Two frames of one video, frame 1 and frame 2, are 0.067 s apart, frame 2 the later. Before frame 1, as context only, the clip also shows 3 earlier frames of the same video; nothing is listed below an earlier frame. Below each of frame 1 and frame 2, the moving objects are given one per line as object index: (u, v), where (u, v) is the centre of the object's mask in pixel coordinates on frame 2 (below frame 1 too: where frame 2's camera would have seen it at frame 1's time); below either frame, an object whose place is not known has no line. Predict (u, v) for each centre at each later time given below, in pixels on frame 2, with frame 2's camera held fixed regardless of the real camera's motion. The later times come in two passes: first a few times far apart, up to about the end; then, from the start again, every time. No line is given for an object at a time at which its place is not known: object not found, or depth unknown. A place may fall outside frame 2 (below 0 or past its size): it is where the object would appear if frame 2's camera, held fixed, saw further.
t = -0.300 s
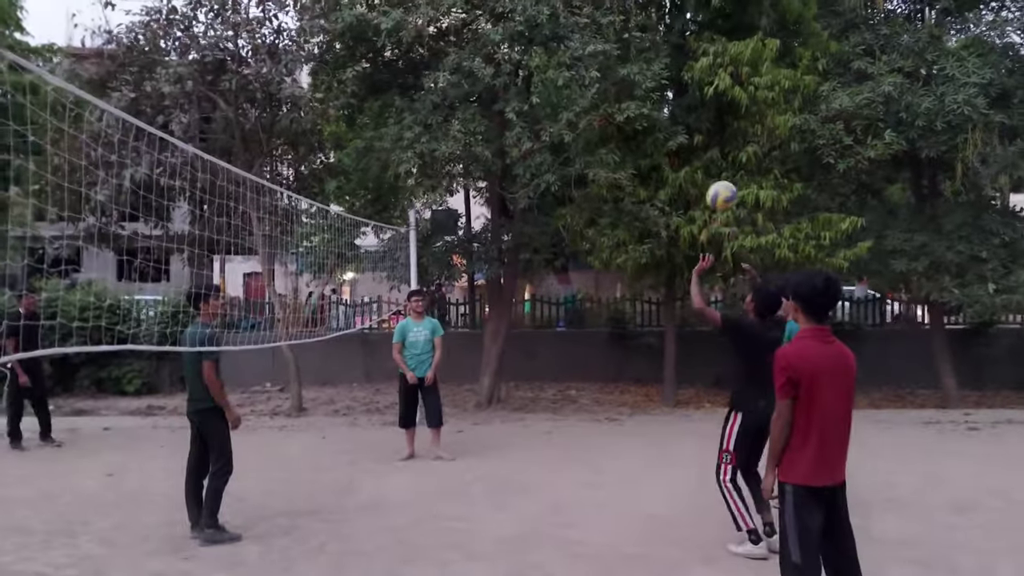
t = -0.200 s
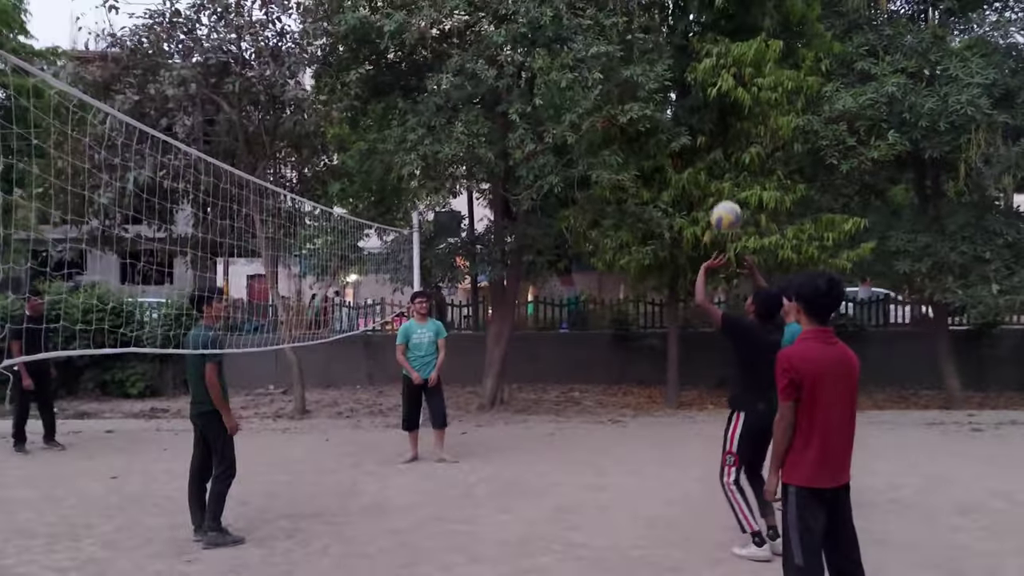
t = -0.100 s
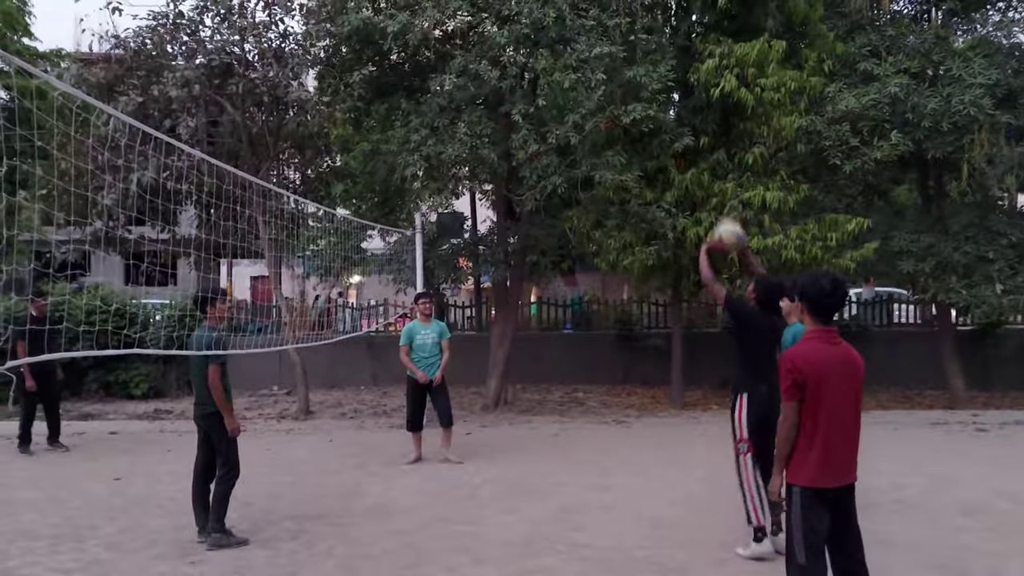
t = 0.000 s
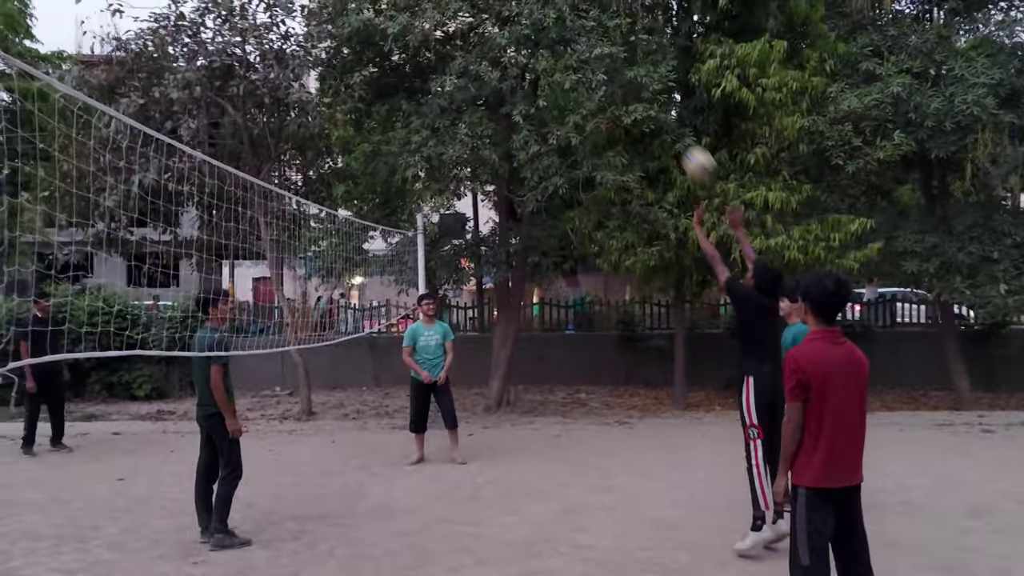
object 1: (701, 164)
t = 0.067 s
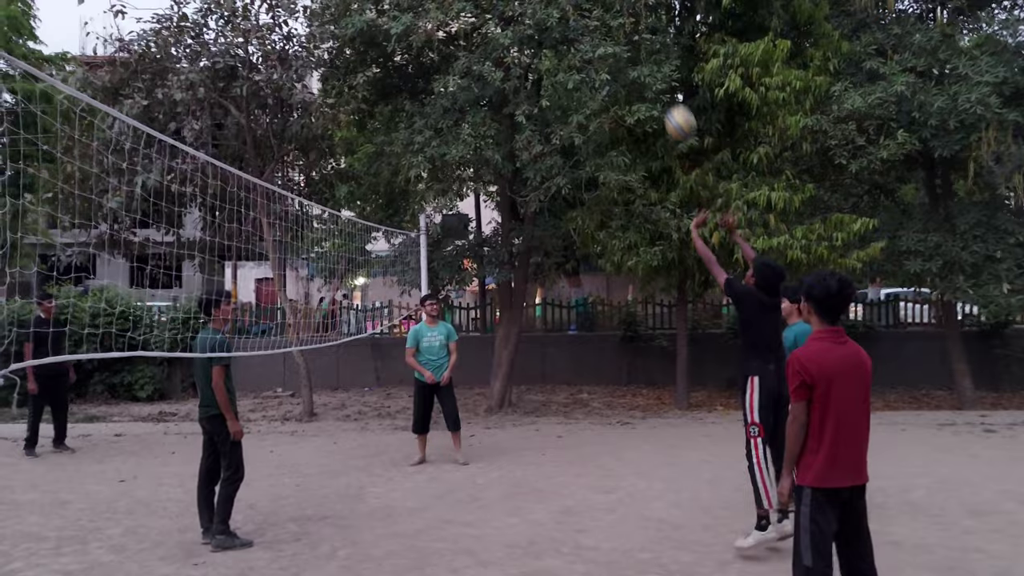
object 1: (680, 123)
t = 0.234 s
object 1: (632, 51)
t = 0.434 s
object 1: (584, 20)
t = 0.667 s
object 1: (537, 44)
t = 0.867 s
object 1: (504, 108)
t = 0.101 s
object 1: (670, 107)
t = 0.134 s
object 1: (660, 88)
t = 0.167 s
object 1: (651, 75)
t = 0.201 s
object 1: (641, 62)
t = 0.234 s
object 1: (632, 51)
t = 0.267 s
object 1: (624, 42)
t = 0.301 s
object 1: (615, 35)
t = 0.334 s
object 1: (607, 29)
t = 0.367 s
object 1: (598, 23)
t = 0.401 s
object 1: (591, 21)
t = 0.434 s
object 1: (584, 20)
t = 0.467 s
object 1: (577, 19)
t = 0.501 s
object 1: (570, 20)
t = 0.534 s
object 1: (563, 23)
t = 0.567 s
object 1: (556, 27)
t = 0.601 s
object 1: (550, 32)
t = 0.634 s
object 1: (543, 37)
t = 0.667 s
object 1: (537, 44)
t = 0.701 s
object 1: (531, 52)
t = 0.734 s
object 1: (526, 61)
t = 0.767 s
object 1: (520, 71)
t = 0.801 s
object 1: (515, 82)
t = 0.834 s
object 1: (509, 94)
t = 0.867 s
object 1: (504, 108)
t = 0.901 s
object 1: (500, 123)
